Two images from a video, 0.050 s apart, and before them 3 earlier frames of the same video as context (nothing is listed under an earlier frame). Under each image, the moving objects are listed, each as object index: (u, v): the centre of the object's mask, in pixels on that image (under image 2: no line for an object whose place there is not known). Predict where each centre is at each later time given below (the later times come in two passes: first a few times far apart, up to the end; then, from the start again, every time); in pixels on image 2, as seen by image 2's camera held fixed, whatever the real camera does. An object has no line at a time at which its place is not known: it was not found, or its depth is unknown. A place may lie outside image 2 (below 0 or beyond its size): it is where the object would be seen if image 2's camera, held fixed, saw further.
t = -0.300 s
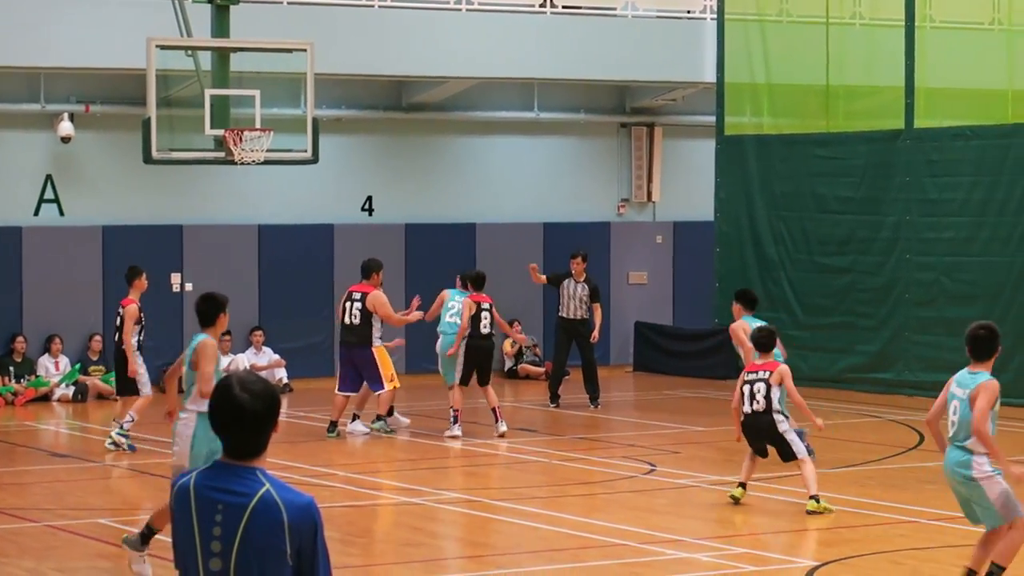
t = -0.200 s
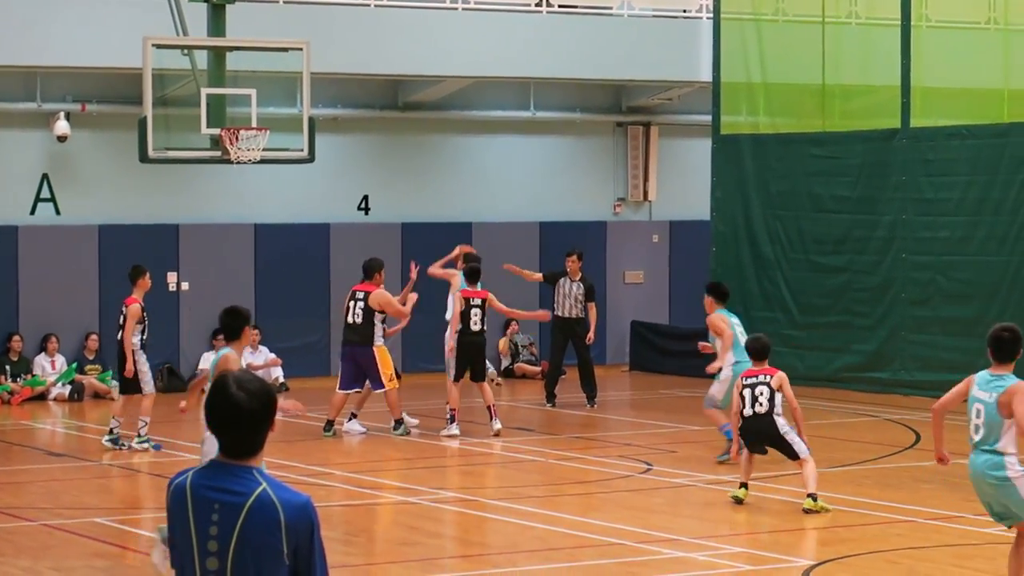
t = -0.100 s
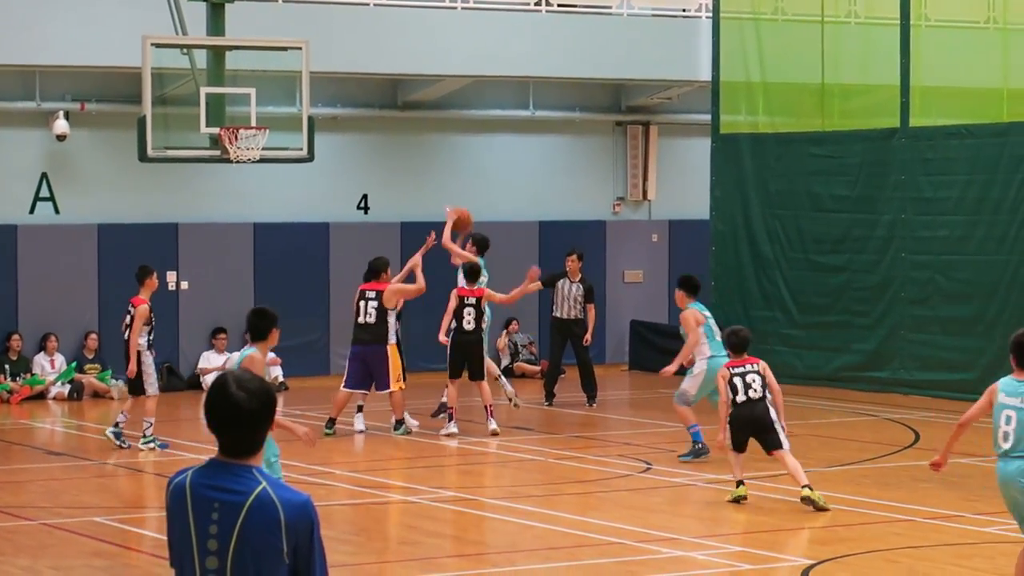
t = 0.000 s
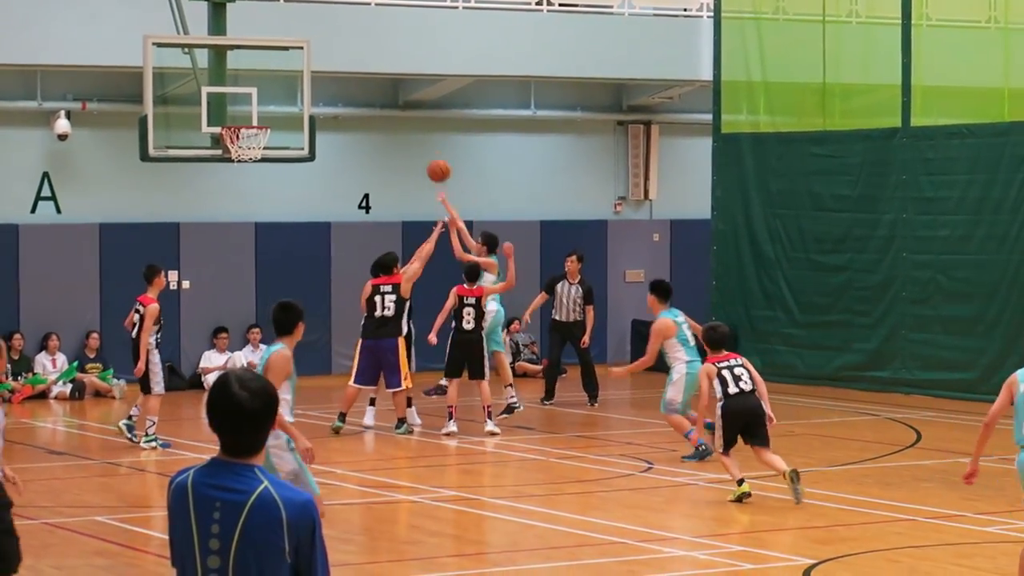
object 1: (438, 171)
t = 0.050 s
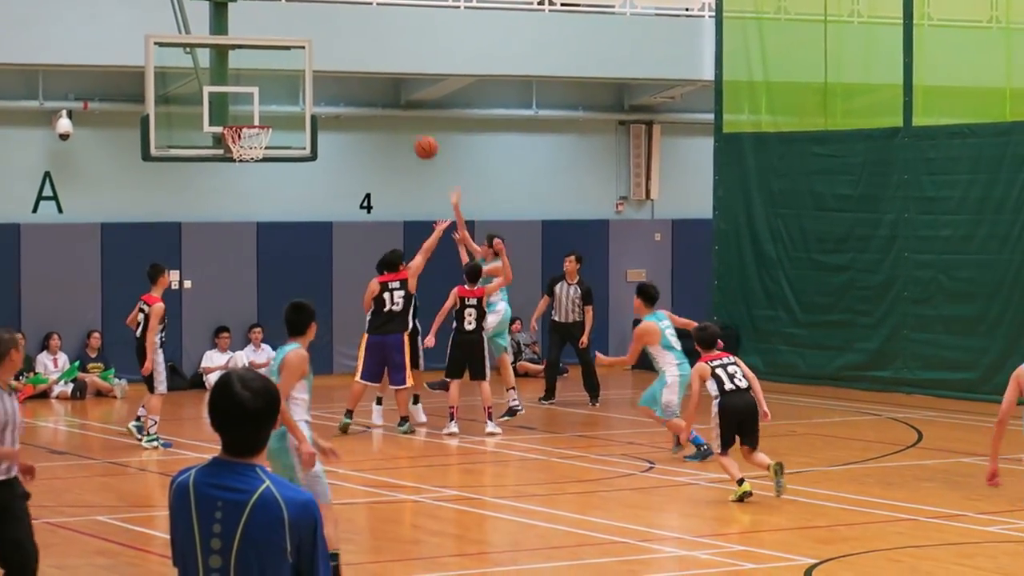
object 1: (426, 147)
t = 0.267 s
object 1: (365, 77)
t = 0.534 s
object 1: (291, 51)
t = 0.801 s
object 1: (220, 92)
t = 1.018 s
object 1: (200, 148)
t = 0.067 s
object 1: (422, 140)
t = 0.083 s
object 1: (417, 133)
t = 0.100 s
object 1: (412, 127)
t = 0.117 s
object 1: (408, 120)
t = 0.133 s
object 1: (403, 114)
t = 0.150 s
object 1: (398, 108)
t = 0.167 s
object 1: (393, 103)
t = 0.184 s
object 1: (389, 98)
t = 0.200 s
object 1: (383, 93)
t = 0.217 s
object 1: (379, 89)
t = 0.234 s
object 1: (374, 84)
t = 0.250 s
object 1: (370, 80)
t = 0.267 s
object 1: (365, 77)
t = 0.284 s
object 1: (360, 73)
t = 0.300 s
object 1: (356, 70)
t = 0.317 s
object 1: (351, 67)
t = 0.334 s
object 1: (347, 64)
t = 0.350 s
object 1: (342, 61)
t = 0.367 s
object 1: (337, 59)
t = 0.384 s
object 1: (332, 57)
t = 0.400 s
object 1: (328, 56)
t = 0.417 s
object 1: (323, 54)
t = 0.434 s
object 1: (319, 53)
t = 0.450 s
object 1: (314, 52)
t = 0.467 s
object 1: (309, 51)
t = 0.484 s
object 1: (305, 50)
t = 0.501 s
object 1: (300, 50)
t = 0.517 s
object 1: (295, 50)
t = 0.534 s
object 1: (291, 51)
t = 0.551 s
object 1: (287, 51)
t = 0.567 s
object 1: (282, 52)
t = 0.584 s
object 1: (277, 53)
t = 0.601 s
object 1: (273, 55)
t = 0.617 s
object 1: (268, 56)
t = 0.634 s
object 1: (264, 59)
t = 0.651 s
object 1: (259, 61)
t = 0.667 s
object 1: (255, 63)
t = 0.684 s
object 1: (250, 66)
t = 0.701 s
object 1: (245, 69)
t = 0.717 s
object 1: (241, 72)
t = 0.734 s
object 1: (236, 76)
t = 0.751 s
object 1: (231, 80)
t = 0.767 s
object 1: (227, 84)
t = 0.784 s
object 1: (222, 88)
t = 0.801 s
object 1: (220, 92)
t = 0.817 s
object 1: (219, 95)
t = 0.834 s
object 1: (218, 99)
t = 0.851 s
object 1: (217, 103)
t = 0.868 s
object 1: (216, 107)
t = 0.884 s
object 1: (215, 111)
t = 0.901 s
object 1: (214, 115)
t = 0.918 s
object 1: (211, 120)
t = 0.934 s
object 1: (210, 125)
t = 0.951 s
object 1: (208, 129)
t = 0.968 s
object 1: (206, 133)
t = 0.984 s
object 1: (204, 138)
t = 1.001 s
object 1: (201, 143)
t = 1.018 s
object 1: (200, 148)
